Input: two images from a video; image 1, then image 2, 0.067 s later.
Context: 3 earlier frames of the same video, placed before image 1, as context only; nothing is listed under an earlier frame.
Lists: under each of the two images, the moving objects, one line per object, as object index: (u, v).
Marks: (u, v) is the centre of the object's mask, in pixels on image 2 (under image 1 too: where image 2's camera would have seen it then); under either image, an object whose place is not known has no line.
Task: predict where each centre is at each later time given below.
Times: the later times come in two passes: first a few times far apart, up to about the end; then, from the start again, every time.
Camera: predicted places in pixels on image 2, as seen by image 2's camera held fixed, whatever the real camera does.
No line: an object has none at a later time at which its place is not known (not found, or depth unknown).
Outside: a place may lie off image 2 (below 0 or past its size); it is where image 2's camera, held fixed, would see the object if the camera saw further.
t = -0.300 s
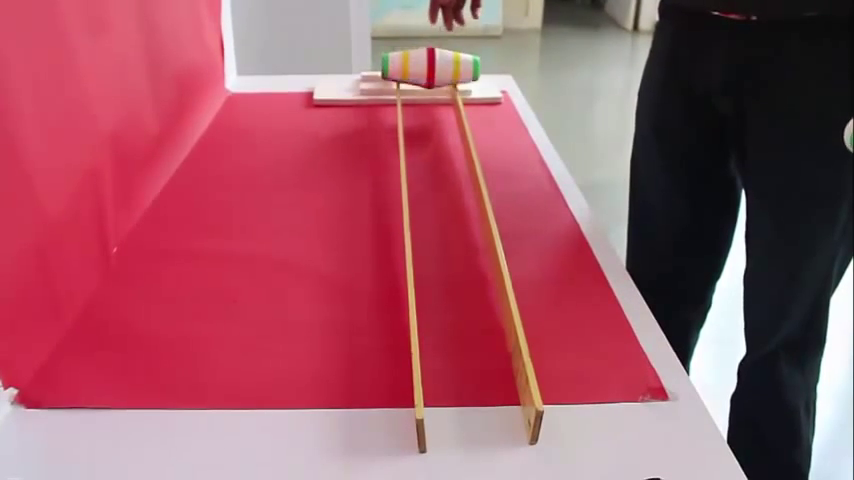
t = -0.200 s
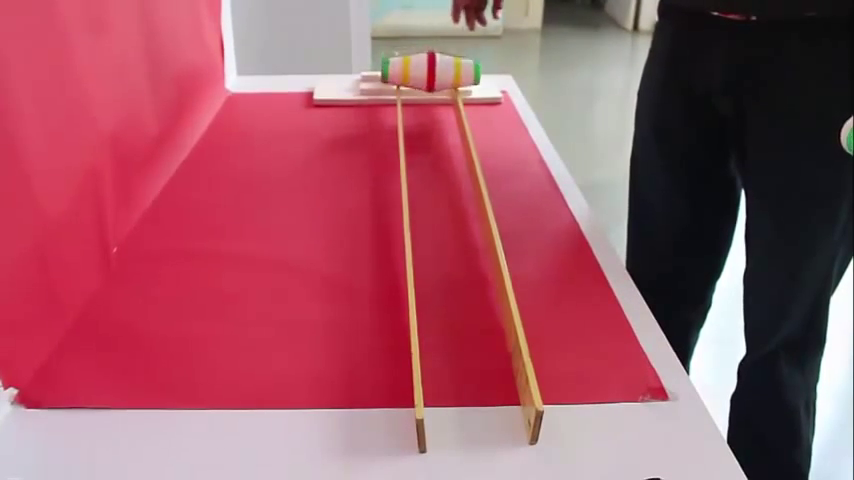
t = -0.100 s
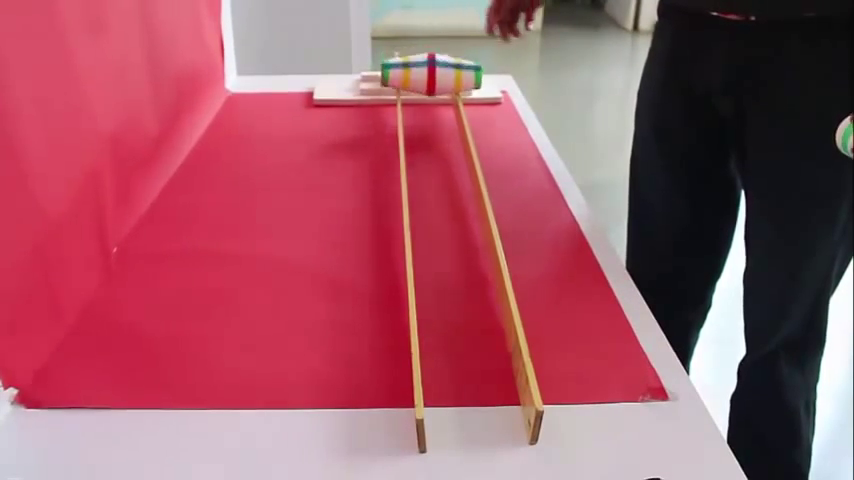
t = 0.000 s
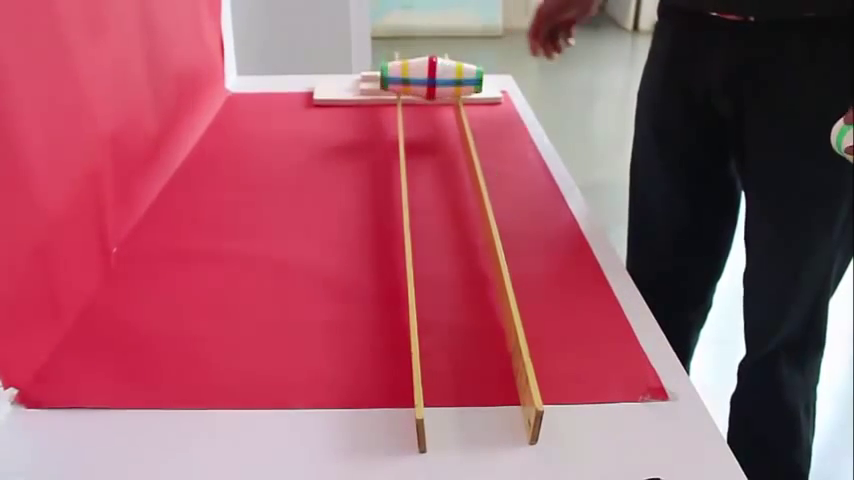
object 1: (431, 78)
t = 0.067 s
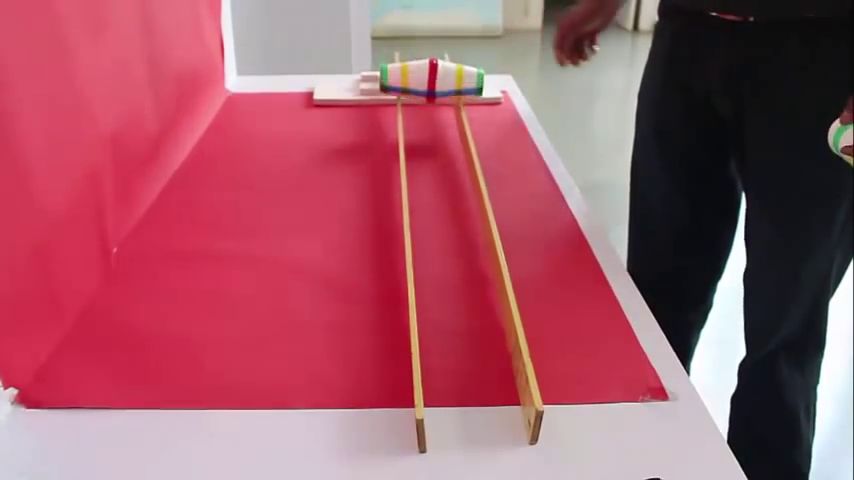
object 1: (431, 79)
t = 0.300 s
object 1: (432, 91)
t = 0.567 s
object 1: (433, 105)
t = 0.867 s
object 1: (434, 122)
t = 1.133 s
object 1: (438, 142)
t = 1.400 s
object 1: (446, 167)
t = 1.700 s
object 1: (456, 200)
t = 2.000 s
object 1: (464, 238)
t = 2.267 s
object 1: (468, 282)
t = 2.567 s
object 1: (471, 339)
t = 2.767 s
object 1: (476, 384)
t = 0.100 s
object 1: (432, 82)
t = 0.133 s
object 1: (432, 84)
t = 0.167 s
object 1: (432, 85)
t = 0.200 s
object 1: (432, 87)
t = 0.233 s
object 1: (431, 88)
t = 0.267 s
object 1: (432, 89)
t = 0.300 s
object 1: (432, 91)
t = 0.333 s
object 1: (433, 92)
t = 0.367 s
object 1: (433, 92)
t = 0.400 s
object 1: (433, 94)
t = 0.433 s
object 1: (432, 97)
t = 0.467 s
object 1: (432, 98)
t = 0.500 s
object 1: (433, 101)
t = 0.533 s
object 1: (433, 103)
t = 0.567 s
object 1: (433, 105)
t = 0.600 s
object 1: (433, 106)
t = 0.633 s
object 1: (433, 108)
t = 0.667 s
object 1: (433, 109)
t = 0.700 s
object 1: (433, 111)
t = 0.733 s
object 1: (433, 113)
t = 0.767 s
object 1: (433, 115)
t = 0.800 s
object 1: (433, 117)
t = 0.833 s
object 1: (433, 120)
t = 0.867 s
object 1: (434, 122)
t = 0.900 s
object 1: (435, 125)
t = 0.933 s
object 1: (435, 127)
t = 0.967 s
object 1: (436, 129)
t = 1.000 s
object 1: (436, 131)
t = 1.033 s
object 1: (436, 134)
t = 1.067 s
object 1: (437, 136)
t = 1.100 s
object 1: (438, 138)
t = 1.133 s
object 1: (438, 142)
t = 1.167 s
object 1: (440, 147)
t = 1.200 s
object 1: (440, 151)
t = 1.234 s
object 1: (441, 152)
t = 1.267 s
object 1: (442, 155)
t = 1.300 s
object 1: (442, 159)
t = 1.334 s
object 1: (443, 160)
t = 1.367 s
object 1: (444, 164)
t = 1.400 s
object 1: (446, 167)
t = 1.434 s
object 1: (446, 169)
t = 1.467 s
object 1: (447, 174)
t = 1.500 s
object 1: (449, 179)
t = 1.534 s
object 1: (450, 181)
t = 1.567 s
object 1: (451, 185)
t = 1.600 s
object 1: (452, 189)
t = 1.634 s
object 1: (453, 191)
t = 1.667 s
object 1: (455, 196)
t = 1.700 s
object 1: (456, 200)
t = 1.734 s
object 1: (456, 203)
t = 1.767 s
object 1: (458, 208)
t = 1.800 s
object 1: (459, 213)
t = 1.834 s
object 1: (459, 215)
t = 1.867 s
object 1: (460, 220)
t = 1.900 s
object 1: (461, 225)
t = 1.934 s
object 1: (461, 228)
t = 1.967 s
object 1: (462, 233)
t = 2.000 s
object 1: (464, 238)
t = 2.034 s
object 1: (464, 241)
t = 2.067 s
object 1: (465, 248)
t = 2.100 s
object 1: (465, 255)
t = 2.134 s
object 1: (466, 258)
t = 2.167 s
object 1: (467, 264)
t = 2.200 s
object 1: (467, 271)
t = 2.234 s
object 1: (468, 275)
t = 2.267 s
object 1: (468, 282)
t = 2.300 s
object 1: (470, 288)
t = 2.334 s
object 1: (470, 293)
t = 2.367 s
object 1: (470, 300)
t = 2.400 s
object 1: (470, 308)
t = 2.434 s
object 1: (470, 312)
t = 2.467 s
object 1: (470, 319)
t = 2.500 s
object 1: (471, 328)
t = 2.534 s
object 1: (471, 331)
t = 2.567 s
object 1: (471, 339)
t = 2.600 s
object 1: (472, 347)
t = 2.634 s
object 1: (473, 351)
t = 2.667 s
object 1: (473, 359)
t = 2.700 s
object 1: (473, 369)
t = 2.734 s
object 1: (475, 374)
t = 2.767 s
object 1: (476, 384)
